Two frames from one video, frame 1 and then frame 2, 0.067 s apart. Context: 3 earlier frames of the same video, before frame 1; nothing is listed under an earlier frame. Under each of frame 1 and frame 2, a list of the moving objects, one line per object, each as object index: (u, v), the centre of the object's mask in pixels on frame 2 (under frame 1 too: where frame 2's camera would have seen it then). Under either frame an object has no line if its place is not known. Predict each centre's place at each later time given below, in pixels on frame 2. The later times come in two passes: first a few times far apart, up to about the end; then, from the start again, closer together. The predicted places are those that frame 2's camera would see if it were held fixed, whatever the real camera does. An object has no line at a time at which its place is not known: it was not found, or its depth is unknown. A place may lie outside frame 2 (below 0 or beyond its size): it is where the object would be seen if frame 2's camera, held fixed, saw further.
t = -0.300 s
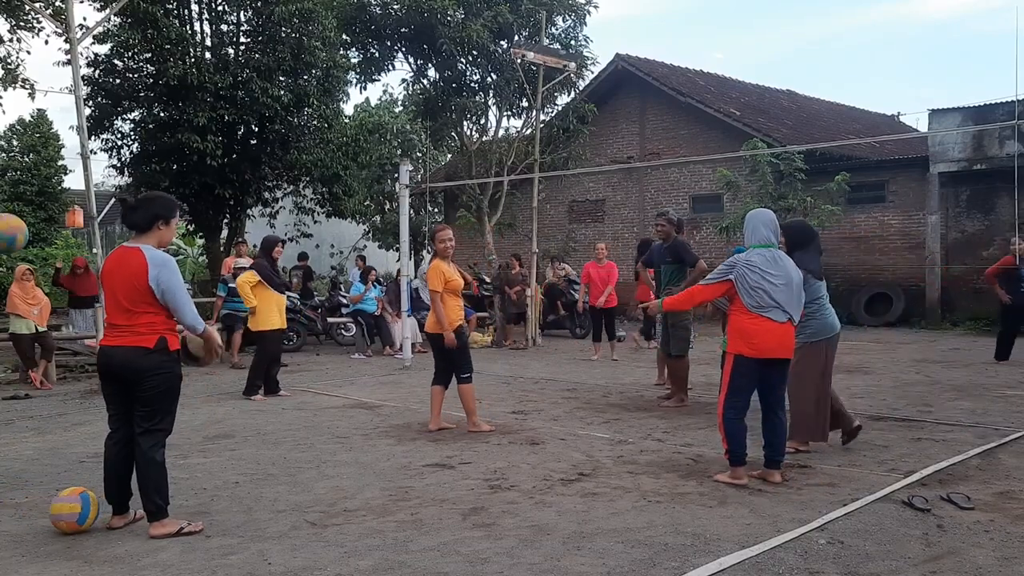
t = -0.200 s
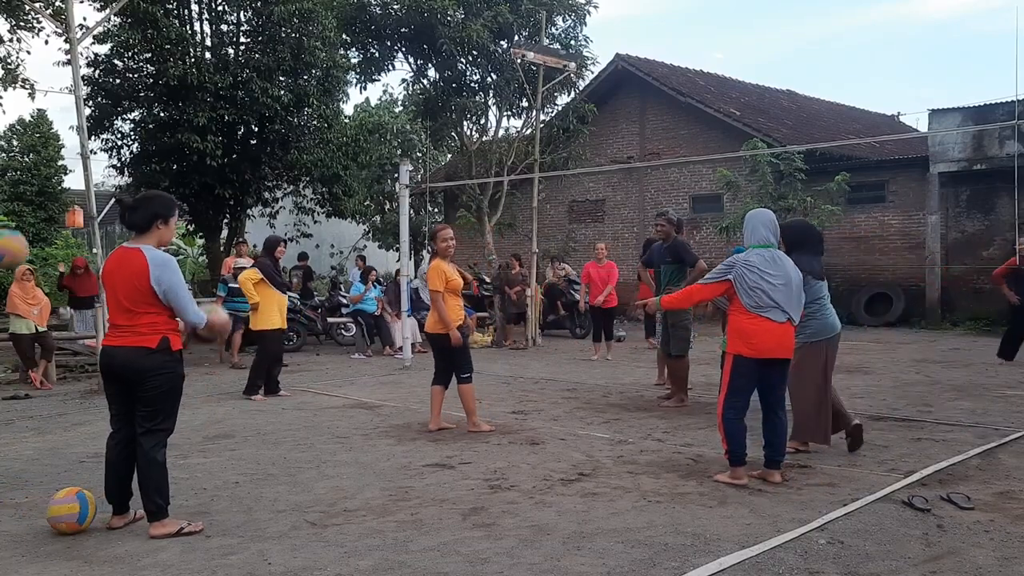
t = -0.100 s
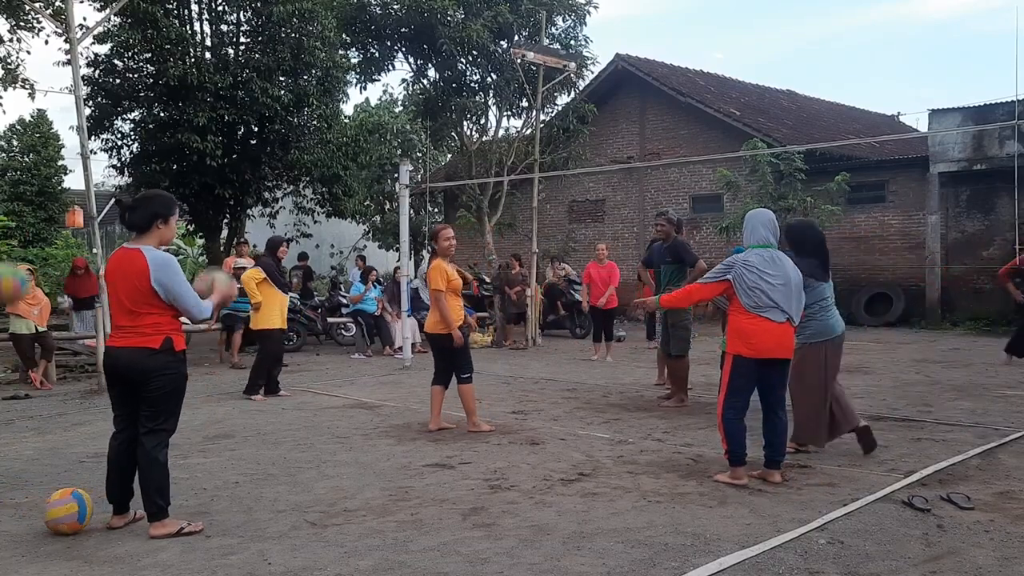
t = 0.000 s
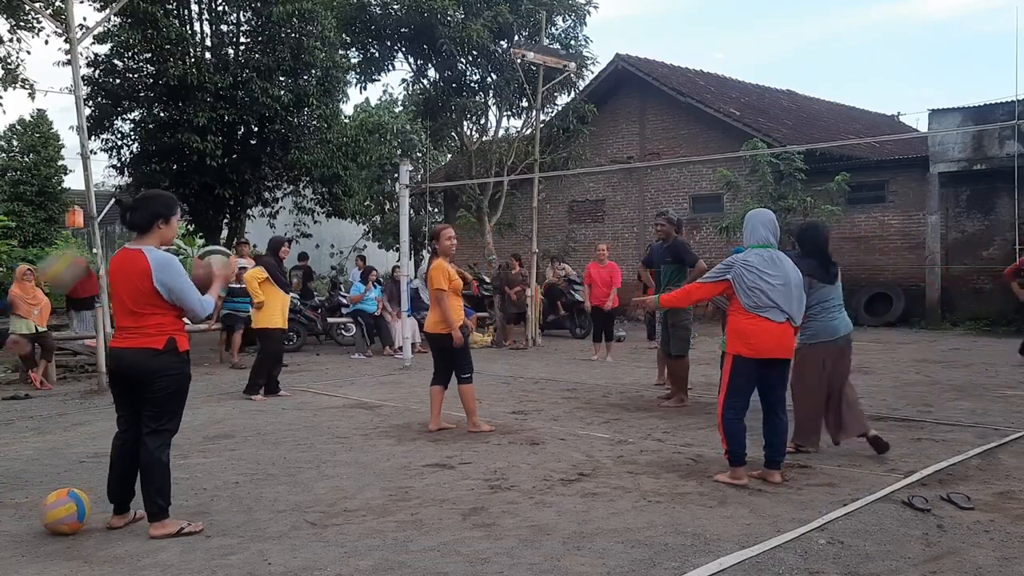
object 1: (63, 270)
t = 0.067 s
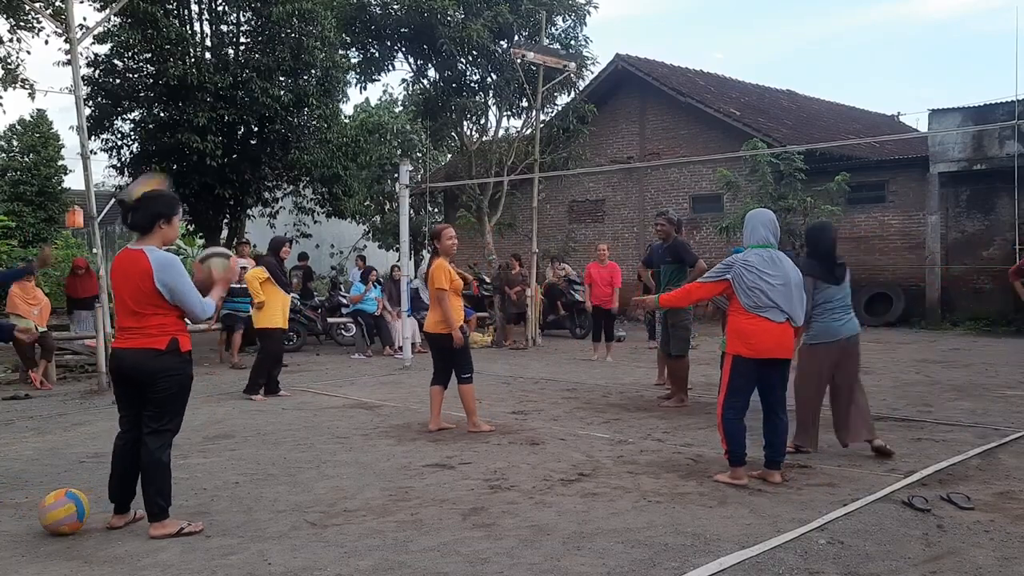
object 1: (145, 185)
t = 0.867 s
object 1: (600, 72)
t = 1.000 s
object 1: (631, 114)
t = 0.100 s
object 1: (182, 166)
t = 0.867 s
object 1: (600, 72)
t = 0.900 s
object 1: (608, 83)
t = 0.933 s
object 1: (615, 92)
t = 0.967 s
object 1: (623, 104)
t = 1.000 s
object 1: (631, 114)
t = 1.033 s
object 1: (638, 126)
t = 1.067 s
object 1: (645, 139)
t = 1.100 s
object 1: (651, 152)
